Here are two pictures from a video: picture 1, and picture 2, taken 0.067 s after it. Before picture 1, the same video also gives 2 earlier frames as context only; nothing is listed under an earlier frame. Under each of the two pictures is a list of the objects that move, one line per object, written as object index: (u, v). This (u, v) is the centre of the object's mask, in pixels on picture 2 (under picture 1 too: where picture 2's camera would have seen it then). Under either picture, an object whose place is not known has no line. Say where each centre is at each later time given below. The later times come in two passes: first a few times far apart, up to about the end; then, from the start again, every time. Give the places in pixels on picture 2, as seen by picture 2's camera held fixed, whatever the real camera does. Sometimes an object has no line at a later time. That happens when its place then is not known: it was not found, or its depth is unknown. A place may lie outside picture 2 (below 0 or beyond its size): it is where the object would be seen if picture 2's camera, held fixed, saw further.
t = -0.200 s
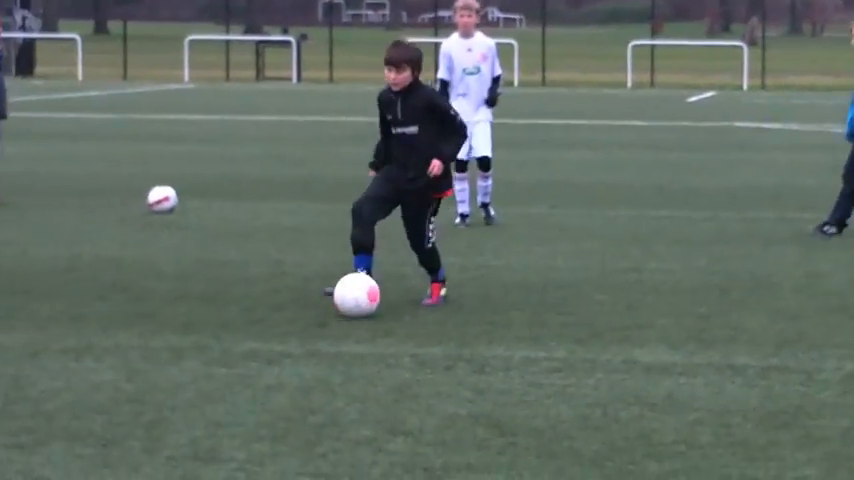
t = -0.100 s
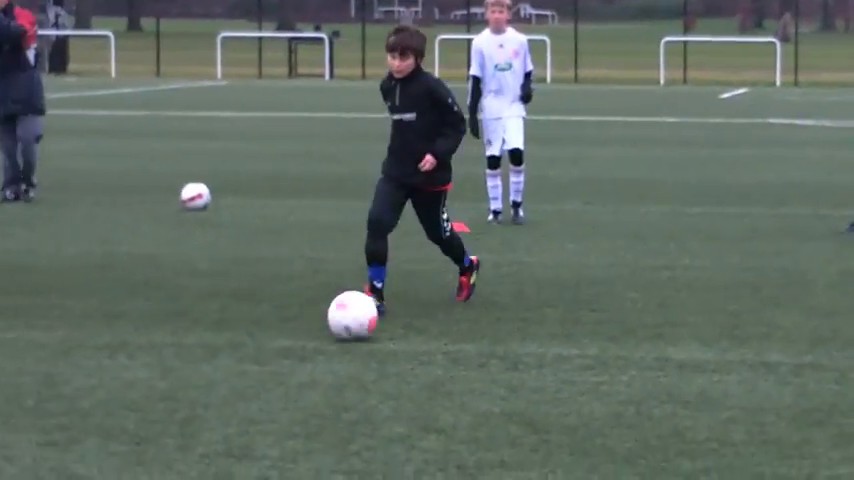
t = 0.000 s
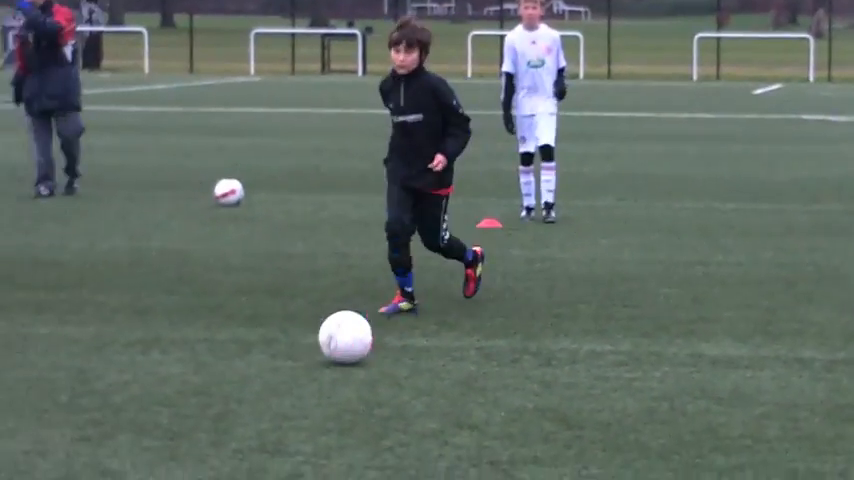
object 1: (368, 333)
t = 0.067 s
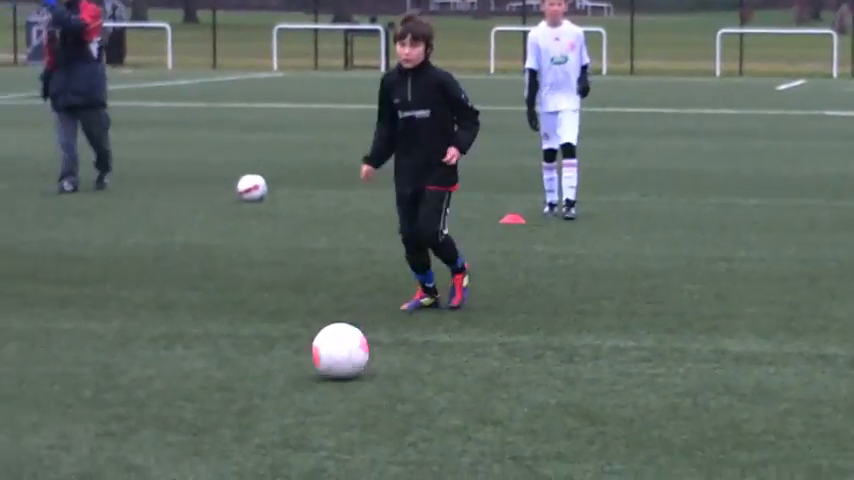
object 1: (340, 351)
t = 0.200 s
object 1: (278, 391)
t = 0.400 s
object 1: (168, 460)
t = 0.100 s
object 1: (325, 360)
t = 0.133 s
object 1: (311, 370)
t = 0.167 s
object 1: (295, 382)
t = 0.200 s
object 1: (278, 391)
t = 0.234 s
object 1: (261, 401)
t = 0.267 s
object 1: (244, 412)
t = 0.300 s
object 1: (226, 424)
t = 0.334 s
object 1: (207, 436)
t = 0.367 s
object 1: (187, 448)
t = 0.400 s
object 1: (168, 460)
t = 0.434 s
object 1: (149, 469)
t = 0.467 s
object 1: (128, 474)
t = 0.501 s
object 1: (107, 488)
